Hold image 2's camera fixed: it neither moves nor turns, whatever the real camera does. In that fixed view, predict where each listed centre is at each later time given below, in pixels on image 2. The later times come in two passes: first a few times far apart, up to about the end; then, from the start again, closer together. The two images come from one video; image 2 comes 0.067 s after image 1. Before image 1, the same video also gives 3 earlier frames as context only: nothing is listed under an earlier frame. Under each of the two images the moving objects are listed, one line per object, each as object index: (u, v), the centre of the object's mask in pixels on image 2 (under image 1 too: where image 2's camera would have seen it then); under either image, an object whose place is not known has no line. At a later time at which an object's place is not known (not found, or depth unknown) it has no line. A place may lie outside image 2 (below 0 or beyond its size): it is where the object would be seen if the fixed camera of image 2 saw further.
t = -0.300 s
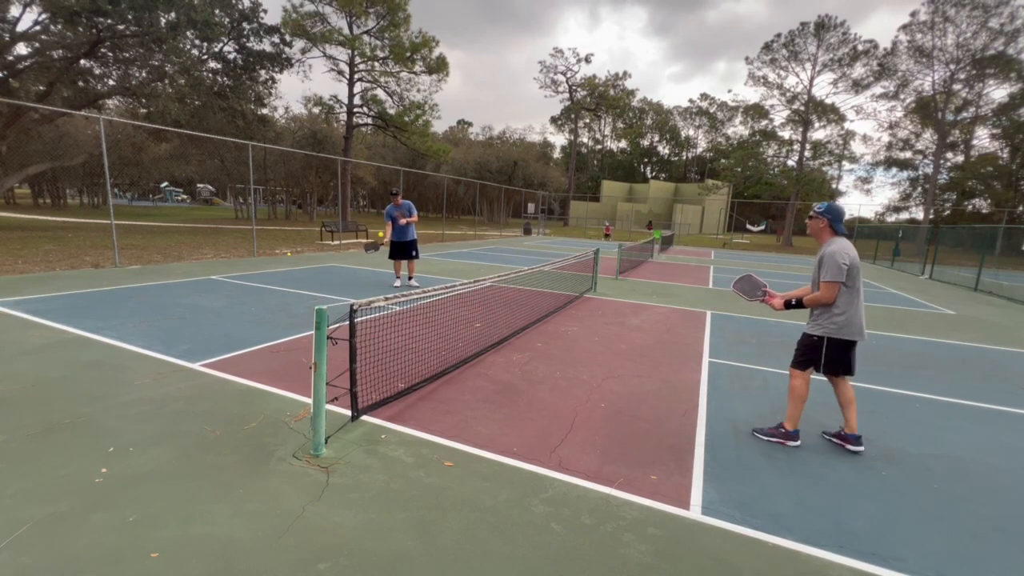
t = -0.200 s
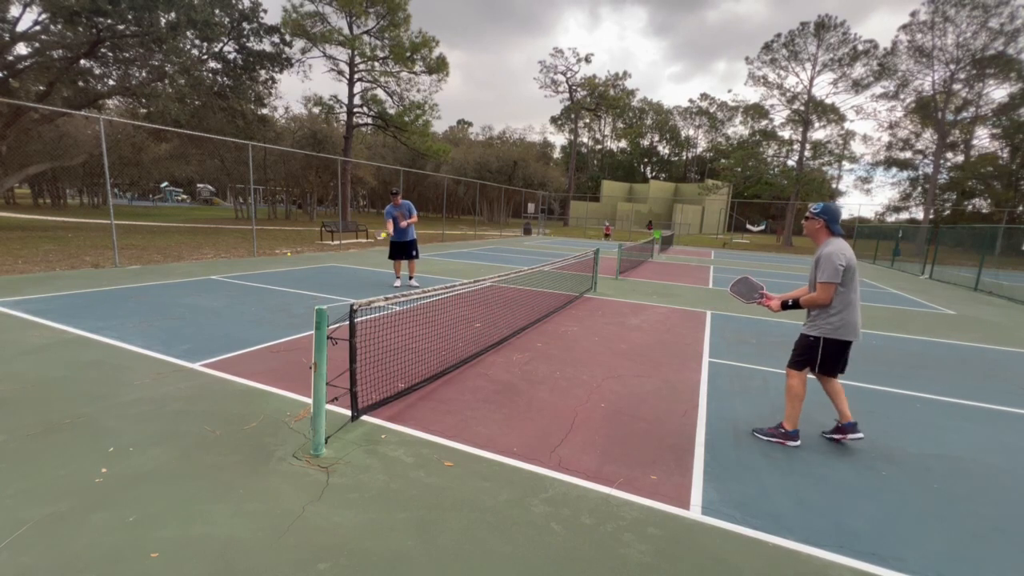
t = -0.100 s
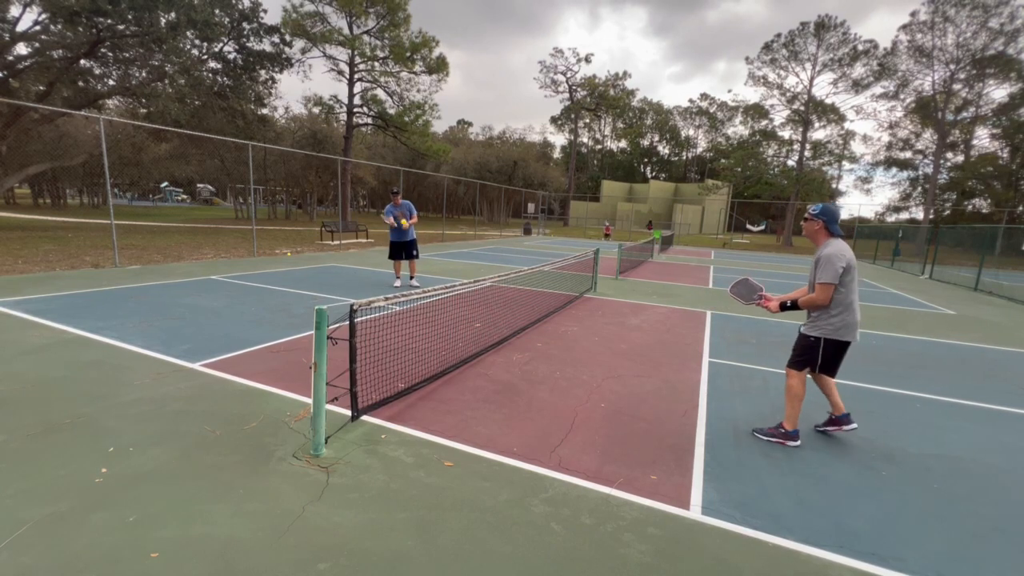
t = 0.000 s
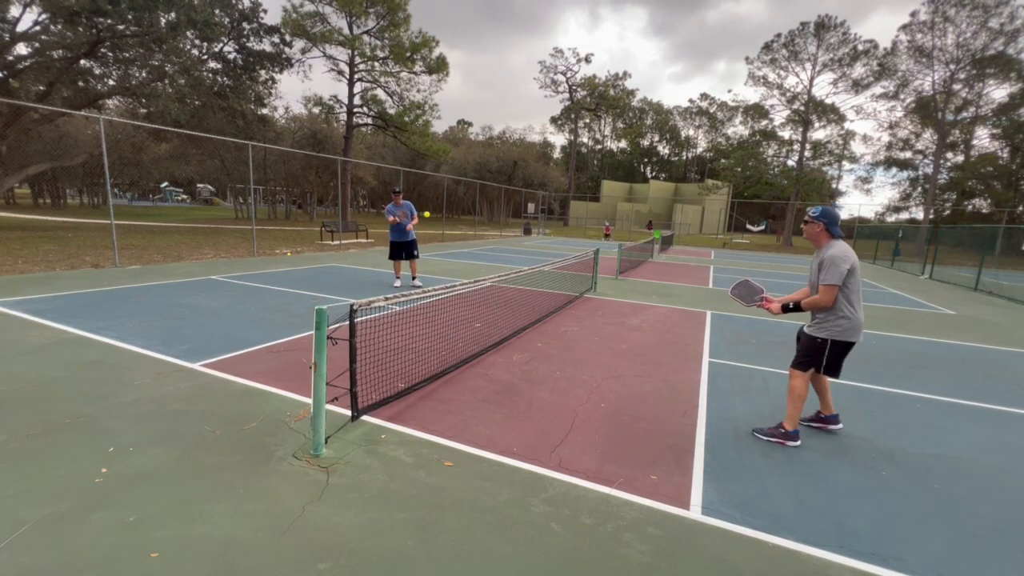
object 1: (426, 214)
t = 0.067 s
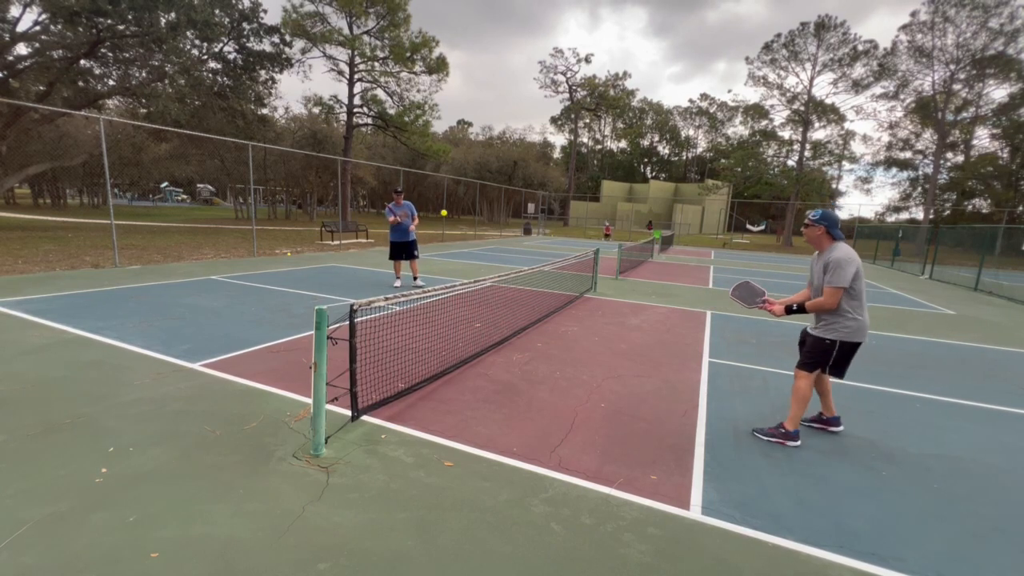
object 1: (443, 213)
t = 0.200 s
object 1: (482, 220)
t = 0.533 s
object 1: (617, 337)
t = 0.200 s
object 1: (482, 220)
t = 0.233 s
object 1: (493, 225)
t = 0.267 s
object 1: (505, 231)
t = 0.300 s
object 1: (517, 238)
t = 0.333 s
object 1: (529, 247)
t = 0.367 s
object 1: (542, 257)
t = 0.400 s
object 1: (556, 269)
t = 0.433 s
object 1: (570, 283)
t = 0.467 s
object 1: (586, 299)
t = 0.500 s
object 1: (601, 316)
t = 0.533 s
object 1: (617, 337)
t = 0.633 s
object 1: (671, 412)
